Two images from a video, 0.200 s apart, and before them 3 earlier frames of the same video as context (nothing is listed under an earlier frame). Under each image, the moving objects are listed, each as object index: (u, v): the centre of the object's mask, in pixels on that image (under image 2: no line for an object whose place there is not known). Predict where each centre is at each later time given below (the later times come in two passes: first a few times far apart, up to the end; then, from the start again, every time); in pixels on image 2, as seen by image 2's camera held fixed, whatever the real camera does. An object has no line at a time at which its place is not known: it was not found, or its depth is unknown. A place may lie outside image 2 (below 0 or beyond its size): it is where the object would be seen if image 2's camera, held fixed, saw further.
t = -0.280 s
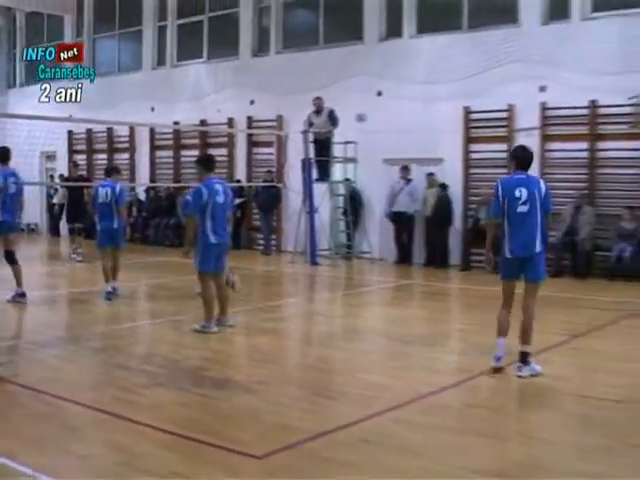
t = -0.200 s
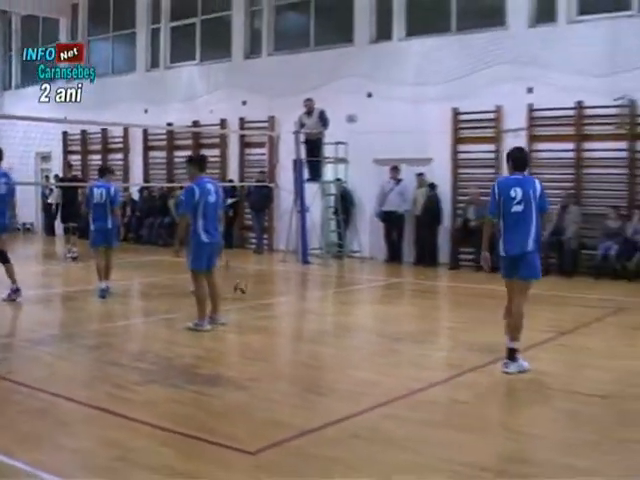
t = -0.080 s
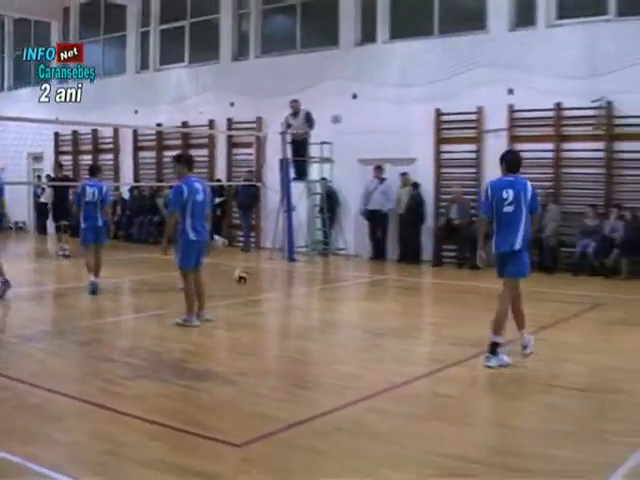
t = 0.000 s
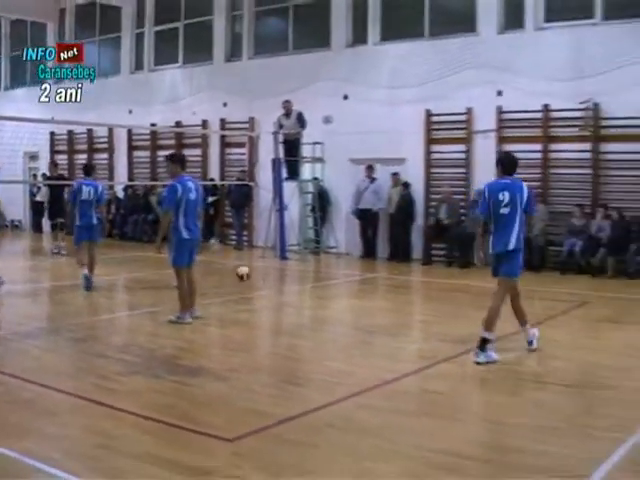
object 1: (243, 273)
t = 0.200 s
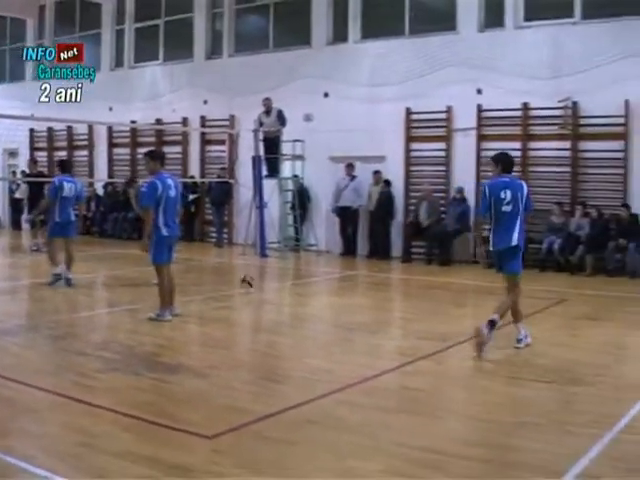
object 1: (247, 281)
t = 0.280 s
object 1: (255, 278)
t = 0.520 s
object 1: (279, 284)
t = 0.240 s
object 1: (252, 279)
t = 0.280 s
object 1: (255, 278)
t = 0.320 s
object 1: (258, 277)
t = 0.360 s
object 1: (262, 277)
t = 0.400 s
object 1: (267, 279)
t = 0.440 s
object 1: (272, 283)
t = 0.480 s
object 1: (274, 287)
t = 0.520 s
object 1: (279, 284)
